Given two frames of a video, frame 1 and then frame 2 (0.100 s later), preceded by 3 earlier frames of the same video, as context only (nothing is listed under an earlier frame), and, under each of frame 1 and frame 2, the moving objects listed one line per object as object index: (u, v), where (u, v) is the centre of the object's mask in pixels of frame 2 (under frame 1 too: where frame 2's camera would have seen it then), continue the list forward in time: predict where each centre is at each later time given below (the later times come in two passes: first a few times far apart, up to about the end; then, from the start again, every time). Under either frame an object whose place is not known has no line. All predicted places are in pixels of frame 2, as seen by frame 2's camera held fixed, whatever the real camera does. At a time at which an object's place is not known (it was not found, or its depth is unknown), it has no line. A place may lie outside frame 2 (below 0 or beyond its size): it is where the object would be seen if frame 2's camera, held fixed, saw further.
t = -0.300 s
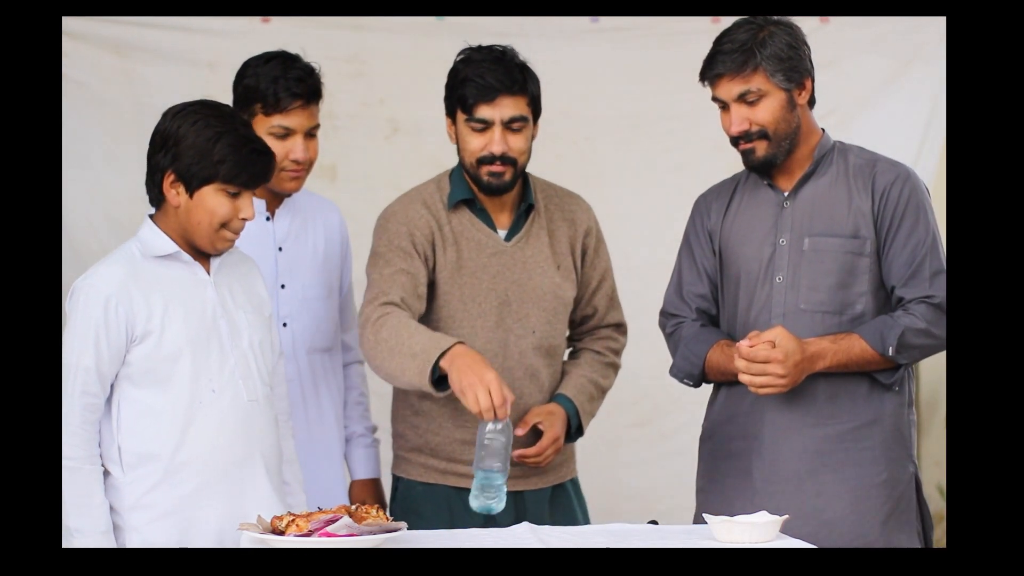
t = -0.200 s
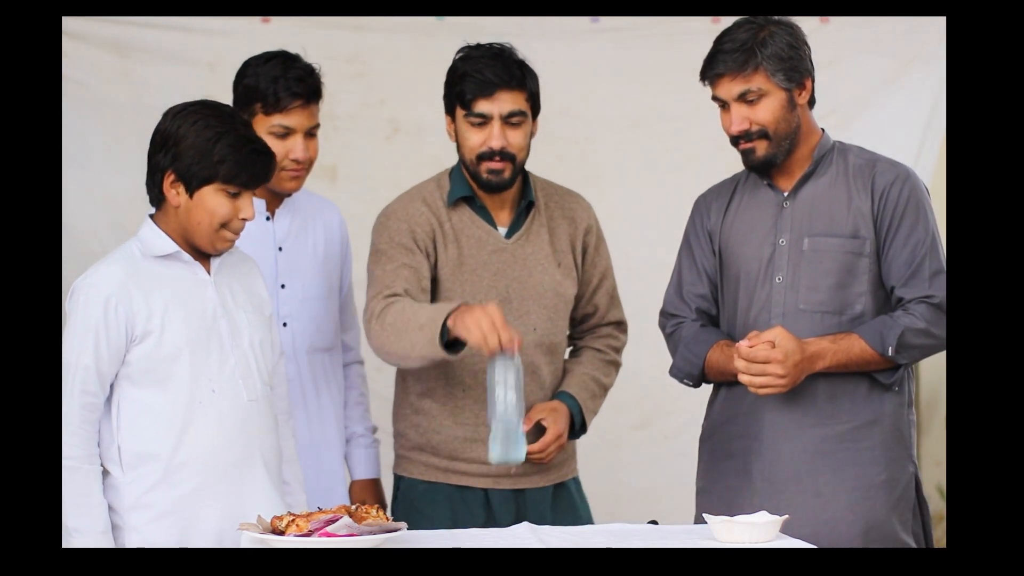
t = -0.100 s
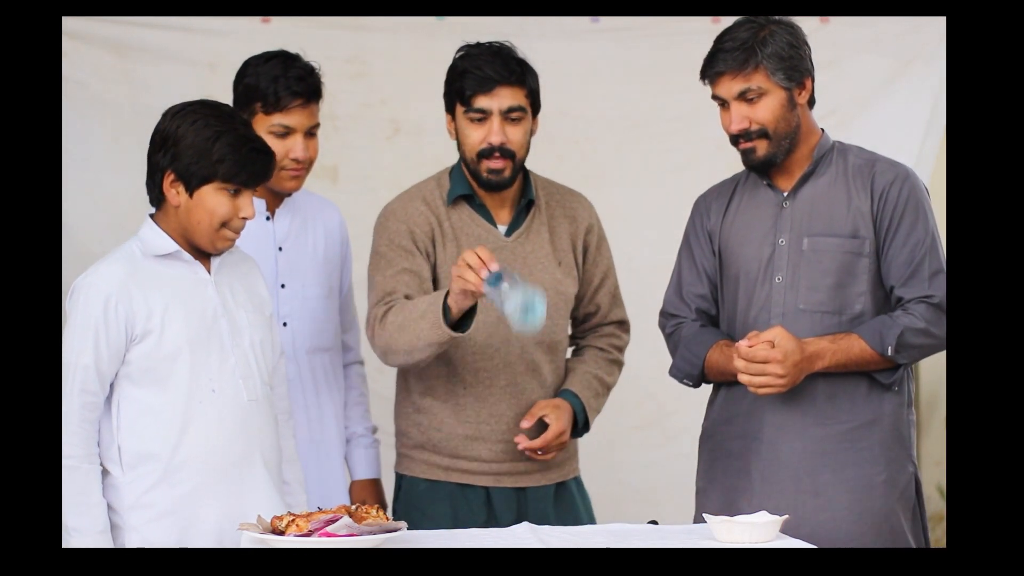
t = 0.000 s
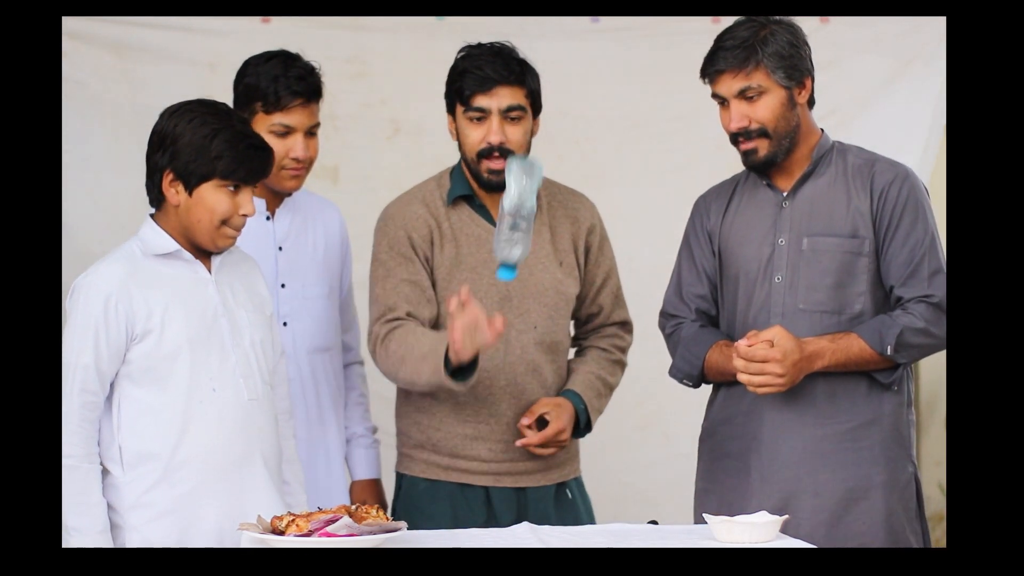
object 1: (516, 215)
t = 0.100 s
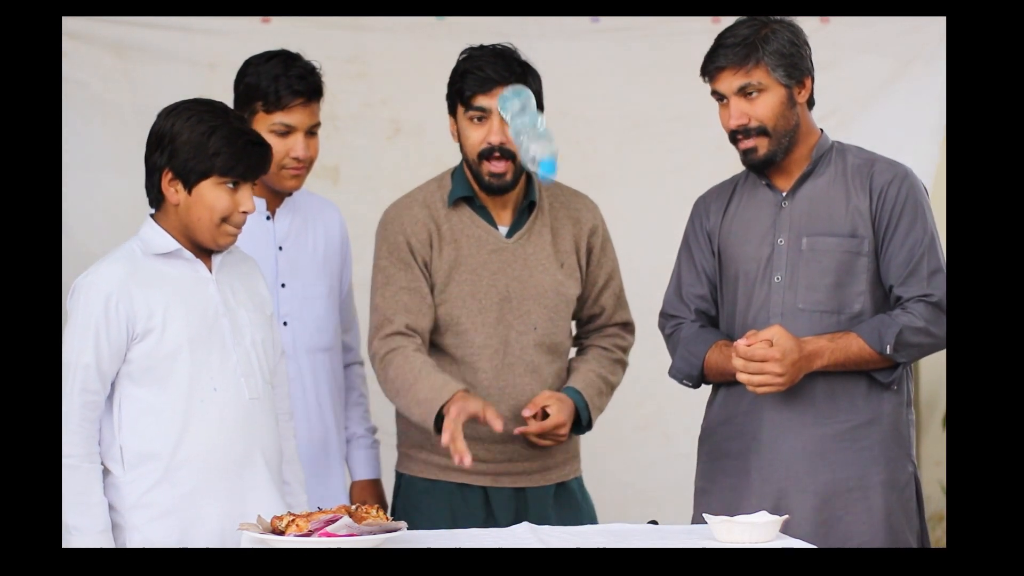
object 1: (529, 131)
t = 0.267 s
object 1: (532, 103)
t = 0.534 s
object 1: (531, 464)
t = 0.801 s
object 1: (526, 518)
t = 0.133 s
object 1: (529, 109)
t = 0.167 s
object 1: (529, 97)
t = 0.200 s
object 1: (531, 91)
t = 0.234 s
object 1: (532, 93)
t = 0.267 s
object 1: (532, 103)
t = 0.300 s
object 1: (531, 121)
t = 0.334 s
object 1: (530, 148)
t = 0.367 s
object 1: (530, 181)
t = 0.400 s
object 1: (530, 223)
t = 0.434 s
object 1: (530, 271)
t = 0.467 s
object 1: (530, 329)
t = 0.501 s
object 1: (531, 396)
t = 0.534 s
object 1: (531, 464)
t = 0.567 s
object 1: (528, 494)
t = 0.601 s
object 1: (528, 505)
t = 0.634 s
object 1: (525, 503)
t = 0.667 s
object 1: (524, 501)
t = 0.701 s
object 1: (523, 503)
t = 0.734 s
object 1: (524, 510)
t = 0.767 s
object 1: (526, 518)
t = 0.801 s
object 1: (526, 518)
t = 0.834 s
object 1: (527, 518)
